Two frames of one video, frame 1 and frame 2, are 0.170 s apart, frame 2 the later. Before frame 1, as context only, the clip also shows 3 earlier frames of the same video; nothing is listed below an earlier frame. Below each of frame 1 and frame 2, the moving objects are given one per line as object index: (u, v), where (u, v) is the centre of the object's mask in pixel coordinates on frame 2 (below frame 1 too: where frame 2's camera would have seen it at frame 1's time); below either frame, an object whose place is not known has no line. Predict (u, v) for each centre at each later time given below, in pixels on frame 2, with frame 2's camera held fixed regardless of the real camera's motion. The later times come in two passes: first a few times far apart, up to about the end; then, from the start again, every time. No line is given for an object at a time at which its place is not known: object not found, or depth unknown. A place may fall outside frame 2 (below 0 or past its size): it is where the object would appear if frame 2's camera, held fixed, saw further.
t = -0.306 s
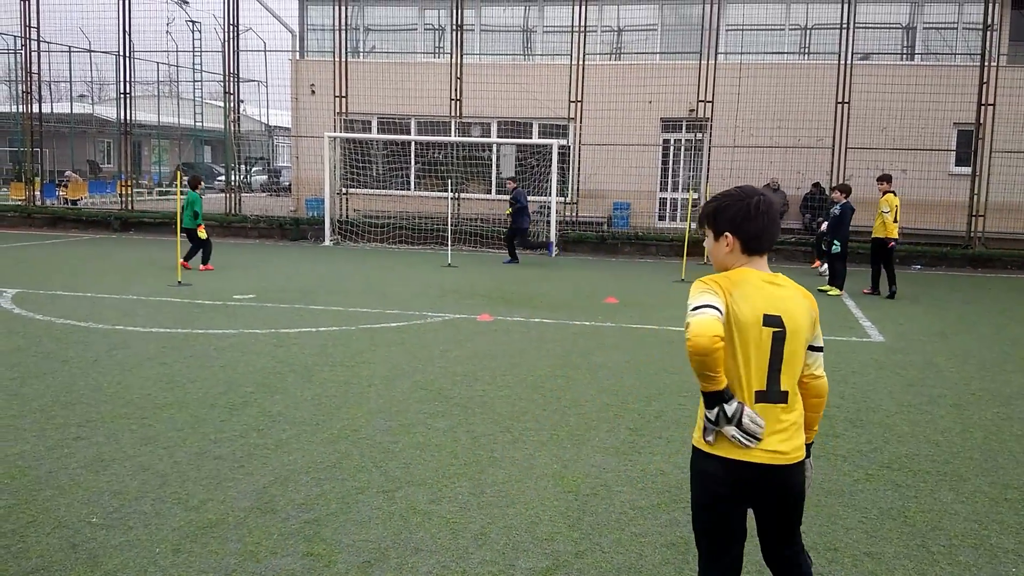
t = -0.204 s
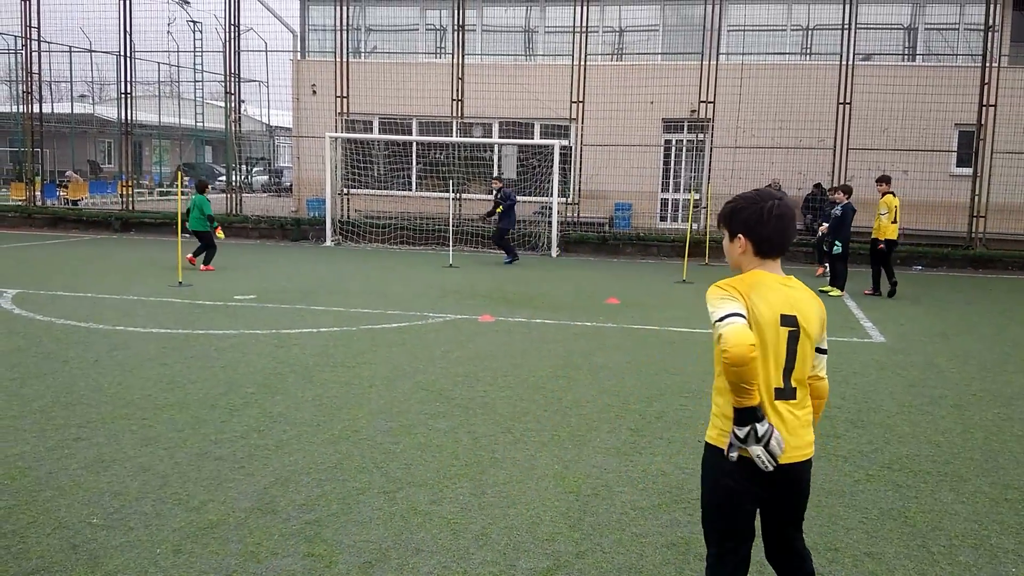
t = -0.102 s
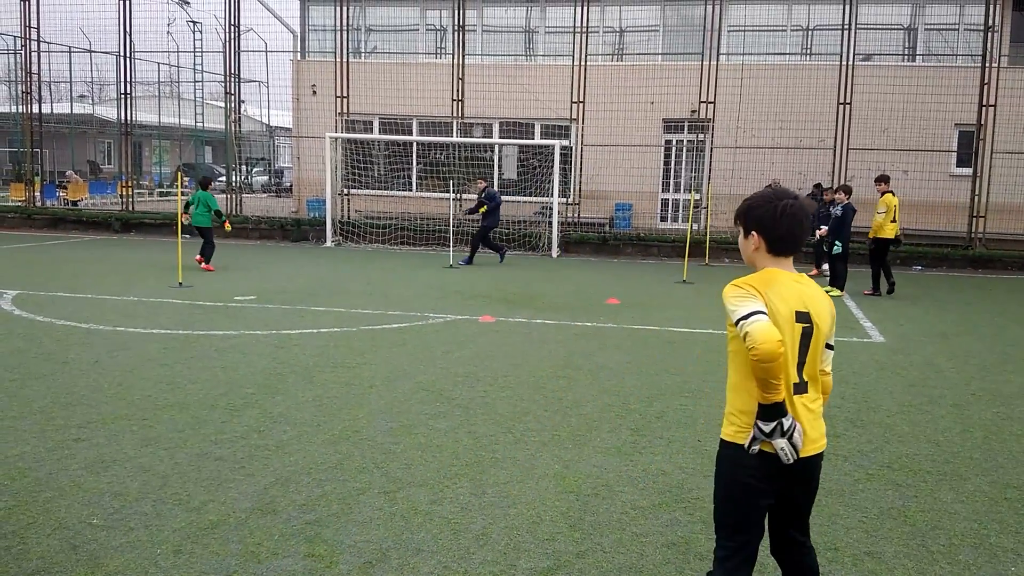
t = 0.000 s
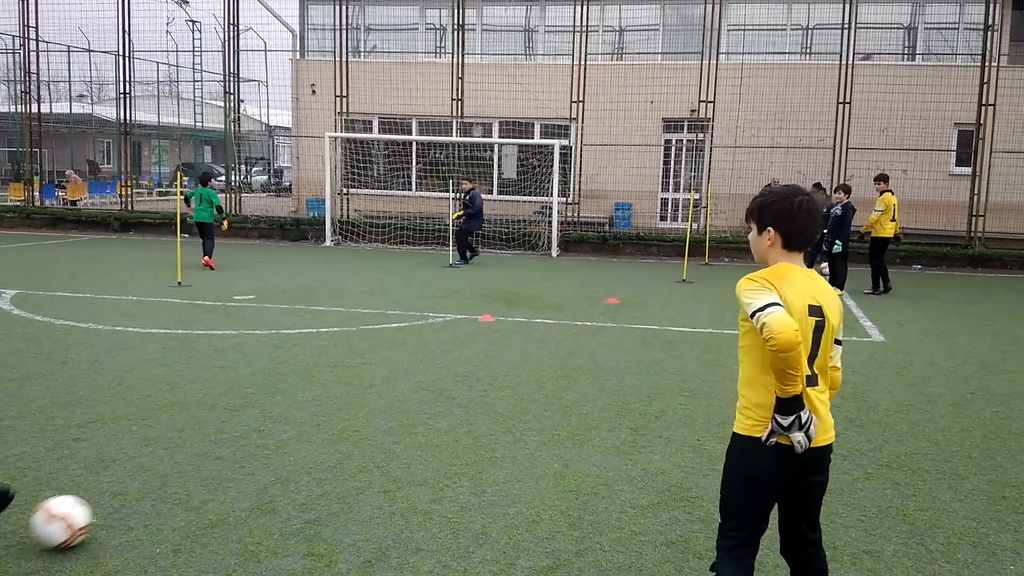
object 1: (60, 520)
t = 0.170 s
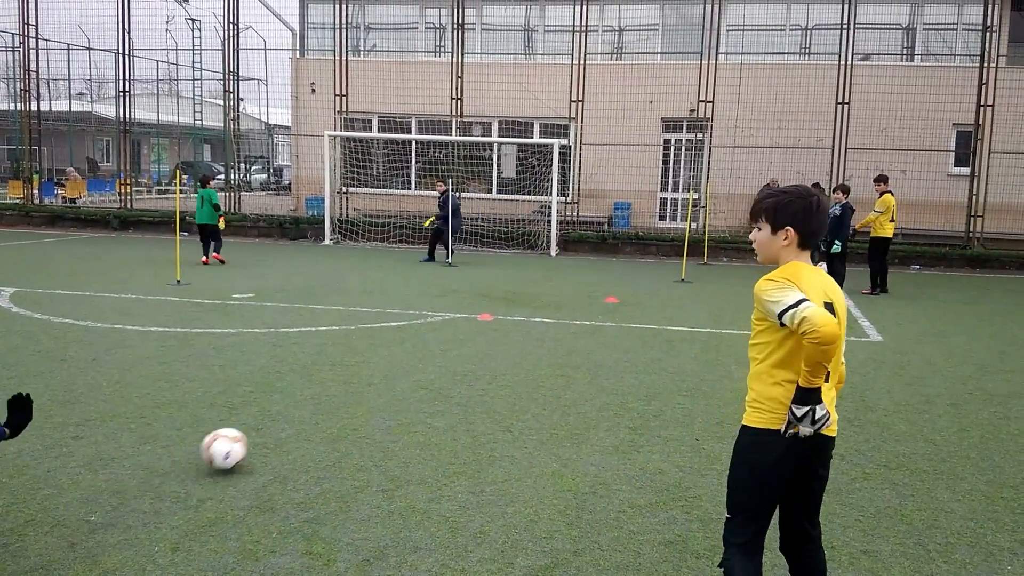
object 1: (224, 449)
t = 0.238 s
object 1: (272, 431)
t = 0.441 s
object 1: (365, 391)
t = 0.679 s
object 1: (434, 357)
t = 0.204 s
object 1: (250, 442)
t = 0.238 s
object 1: (272, 431)
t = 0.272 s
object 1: (290, 420)
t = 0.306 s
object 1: (307, 413)
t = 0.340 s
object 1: (322, 406)
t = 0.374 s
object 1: (338, 403)
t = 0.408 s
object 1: (353, 398)
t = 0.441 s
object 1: (365, 391)
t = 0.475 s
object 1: (375, 386)
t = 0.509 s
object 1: (387, 381)
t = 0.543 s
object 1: (398, 380)
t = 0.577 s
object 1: (408, 373)
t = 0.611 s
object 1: (417, 366)
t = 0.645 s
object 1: (425, 361)
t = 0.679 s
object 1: (434, 357)
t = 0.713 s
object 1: (443, 356)
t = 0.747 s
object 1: (450, 357)
